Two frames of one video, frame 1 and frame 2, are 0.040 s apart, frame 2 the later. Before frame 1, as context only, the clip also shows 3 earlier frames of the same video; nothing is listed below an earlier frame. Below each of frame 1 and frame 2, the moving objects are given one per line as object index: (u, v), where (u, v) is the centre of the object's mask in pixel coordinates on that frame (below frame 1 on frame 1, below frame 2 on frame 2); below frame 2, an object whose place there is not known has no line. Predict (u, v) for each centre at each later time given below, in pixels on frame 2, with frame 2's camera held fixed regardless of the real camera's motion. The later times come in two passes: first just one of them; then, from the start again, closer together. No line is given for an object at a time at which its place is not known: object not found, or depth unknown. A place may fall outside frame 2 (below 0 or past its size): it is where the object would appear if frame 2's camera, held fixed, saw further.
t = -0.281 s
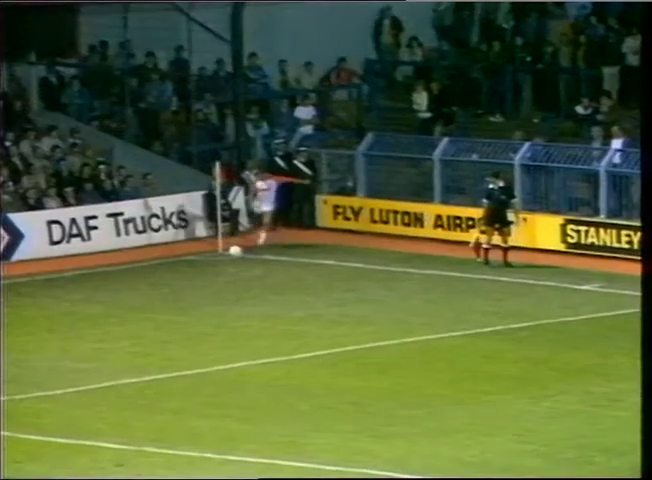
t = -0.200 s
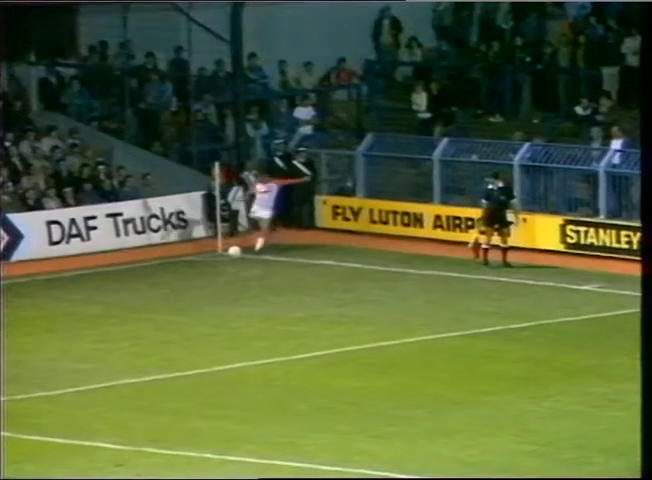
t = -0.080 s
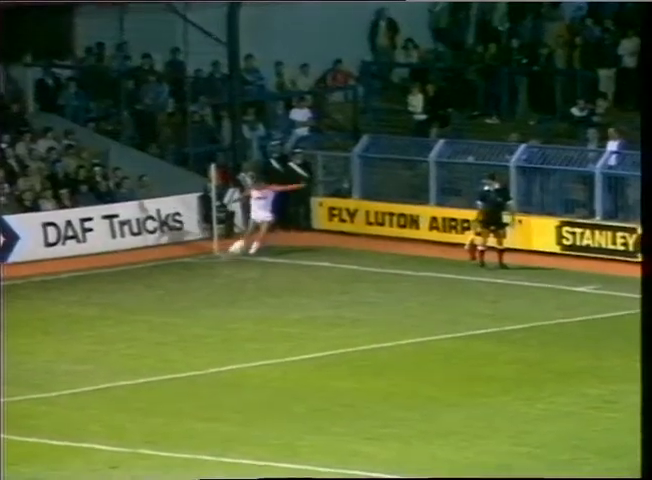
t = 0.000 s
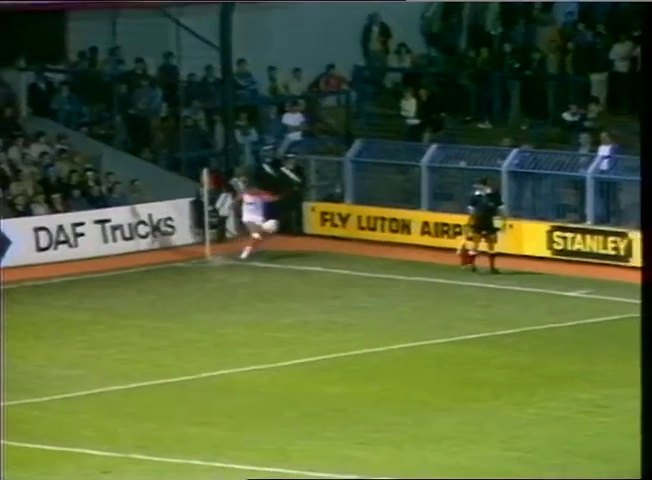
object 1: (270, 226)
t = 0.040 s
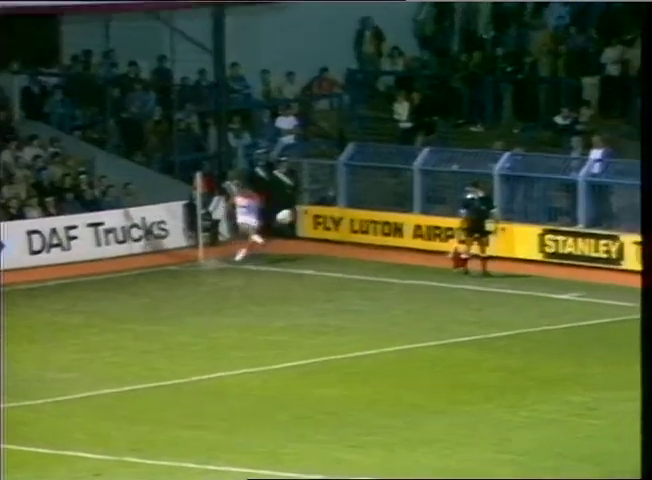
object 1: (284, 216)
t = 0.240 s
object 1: (407, 153)
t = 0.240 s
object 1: (407, 153)
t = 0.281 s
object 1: (435, 141)
